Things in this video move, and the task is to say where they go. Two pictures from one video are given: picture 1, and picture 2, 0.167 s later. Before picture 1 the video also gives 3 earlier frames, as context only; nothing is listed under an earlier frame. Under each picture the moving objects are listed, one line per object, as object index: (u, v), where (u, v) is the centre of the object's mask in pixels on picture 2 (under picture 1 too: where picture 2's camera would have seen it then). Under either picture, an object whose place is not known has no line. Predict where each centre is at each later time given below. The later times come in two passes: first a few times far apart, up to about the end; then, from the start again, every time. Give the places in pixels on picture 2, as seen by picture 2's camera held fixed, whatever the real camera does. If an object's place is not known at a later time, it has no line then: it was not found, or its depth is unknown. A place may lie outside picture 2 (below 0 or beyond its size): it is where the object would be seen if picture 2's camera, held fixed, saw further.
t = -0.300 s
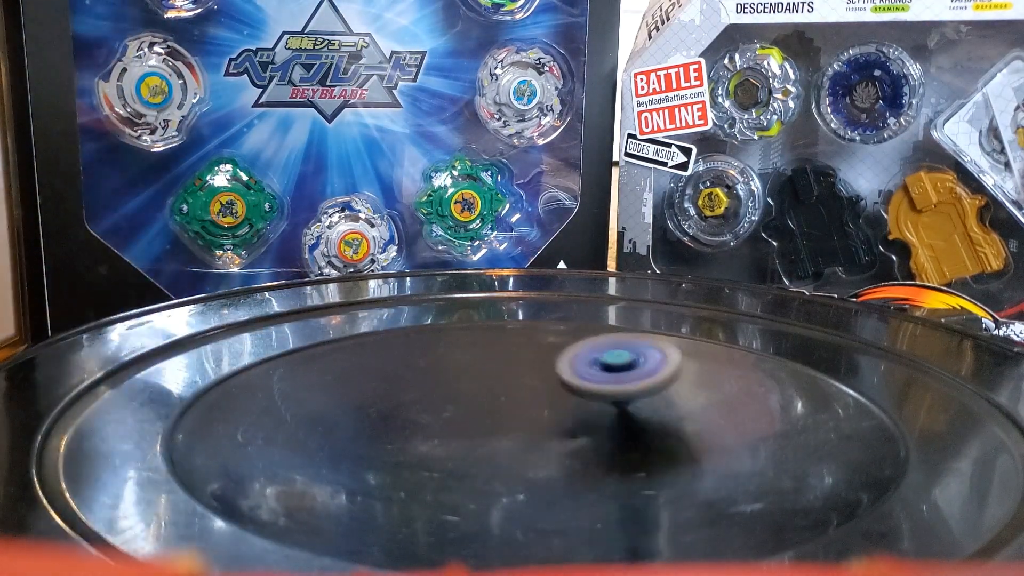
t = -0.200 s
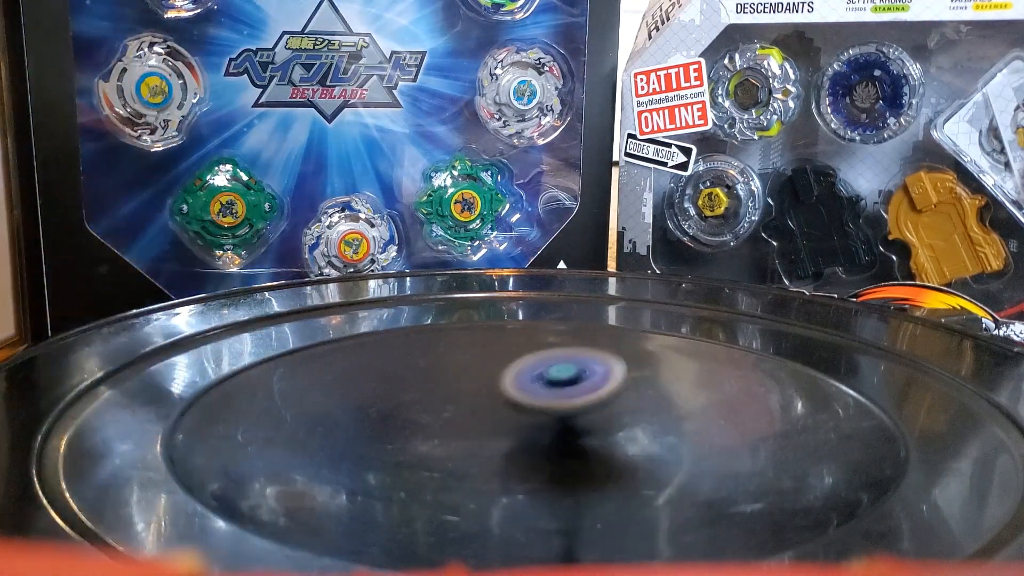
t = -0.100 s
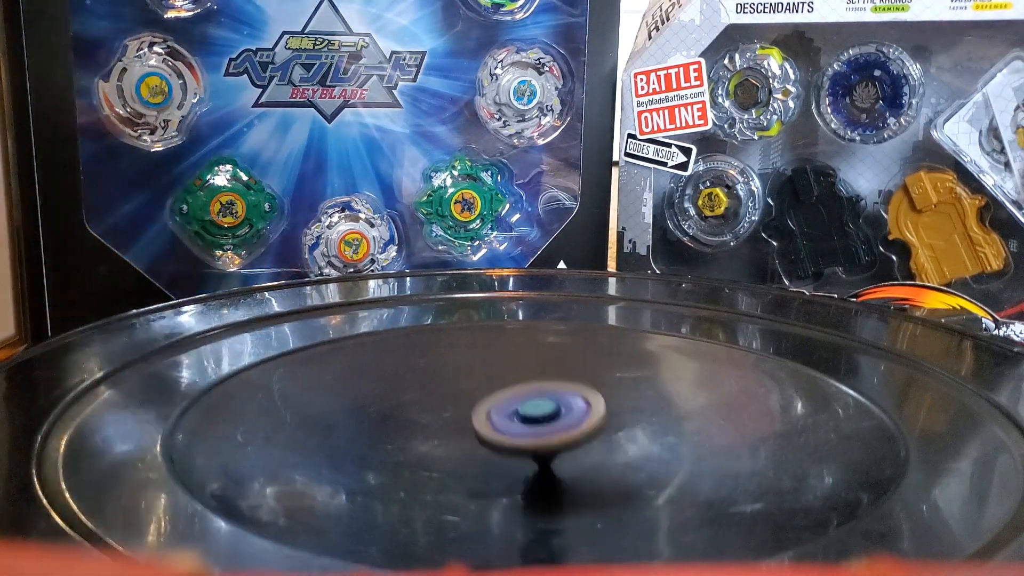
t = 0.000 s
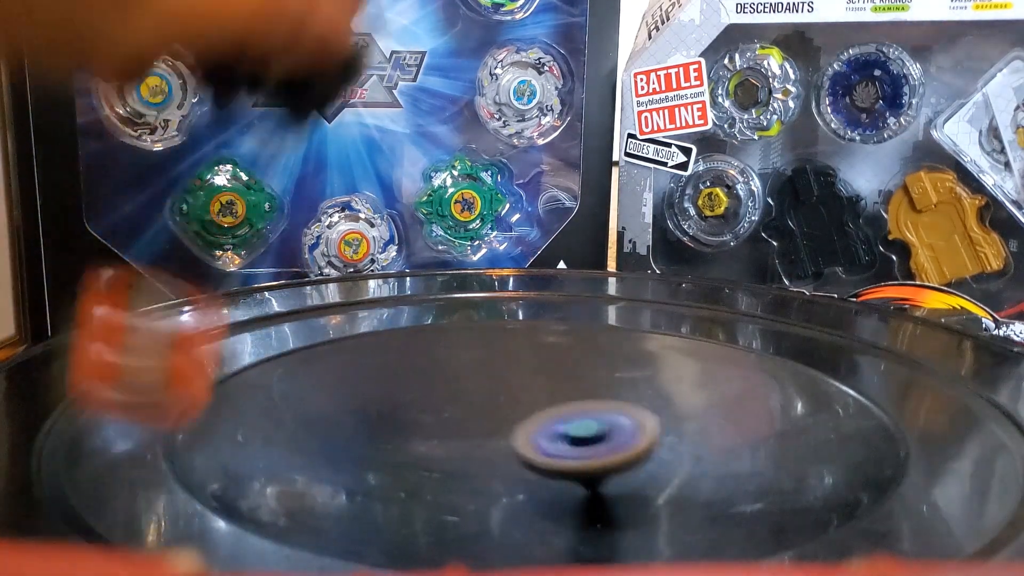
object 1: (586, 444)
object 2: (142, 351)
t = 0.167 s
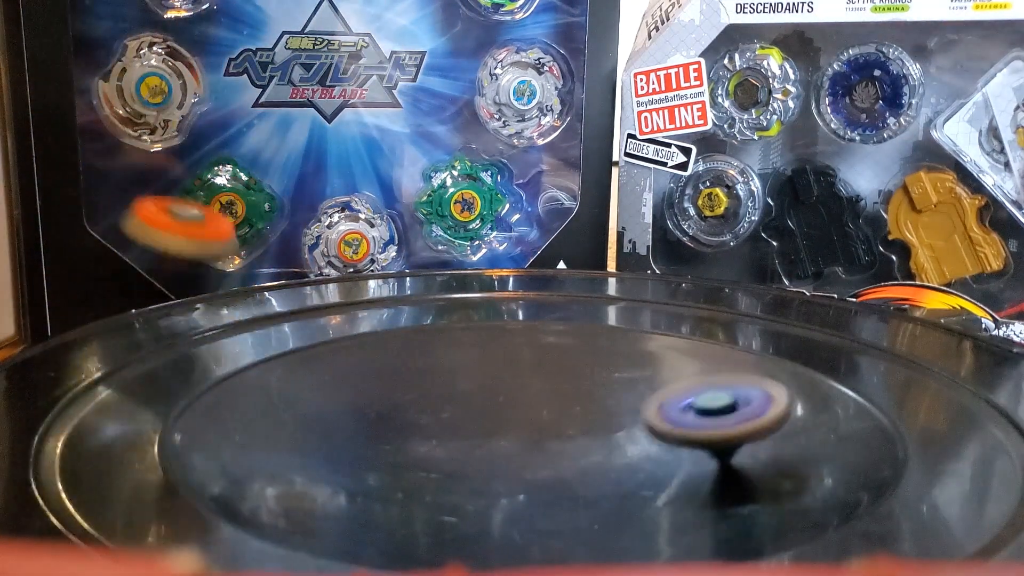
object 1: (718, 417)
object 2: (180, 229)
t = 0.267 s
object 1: (723, 399)
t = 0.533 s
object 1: (560, 429)
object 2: (324, 275)
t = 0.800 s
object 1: (632, 467)
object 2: (461, 253)
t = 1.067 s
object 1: (662, 442)
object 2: (570, 254)
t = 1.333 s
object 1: (492, 462)
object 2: (600, 253)
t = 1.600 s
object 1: (563, 482)
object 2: (577, 254)
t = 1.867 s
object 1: (557, 454)
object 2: (482, 259)
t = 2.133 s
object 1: (430, 446)
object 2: (412, 326)
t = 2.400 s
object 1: (582, 500)
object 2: (423, 436)
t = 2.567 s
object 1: (726, 470)
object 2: (661, 430)
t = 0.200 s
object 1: (727, 416)
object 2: (192, 262)
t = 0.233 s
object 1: (729, 408)
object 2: (205, 273)
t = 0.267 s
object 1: (723, 399)
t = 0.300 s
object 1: (713, 400)
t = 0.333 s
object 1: (697, 393)
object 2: (240, 266)
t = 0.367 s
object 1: (679, 400)
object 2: (250, 272)
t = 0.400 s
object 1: (654, 401)
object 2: (261, 273)
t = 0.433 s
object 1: (628, 403)
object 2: (274, 274)
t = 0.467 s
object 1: (602, 413)
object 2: (289, 276)
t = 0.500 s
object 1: (579, 420)
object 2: (306, 275)
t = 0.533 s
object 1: (560, 429)
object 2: (324, 275)
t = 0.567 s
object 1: (546, 435)
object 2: (341, 273)
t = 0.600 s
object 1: (539, 446)
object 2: (358, 270)
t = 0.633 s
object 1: (540, 454)
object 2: (376, 265)
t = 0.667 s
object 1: (547, 458)
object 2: (394, 261)
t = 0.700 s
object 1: (561, 463)
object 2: (410, 256)
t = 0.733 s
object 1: (582, 465)
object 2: (428, 256)
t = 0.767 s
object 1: (606, 462)
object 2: (446, 255)
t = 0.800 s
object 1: (632, 467)
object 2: (461, 253)
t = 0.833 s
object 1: (654, 465)
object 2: (479, 253)
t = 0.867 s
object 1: (674, 464)
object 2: (495, 253)
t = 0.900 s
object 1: (687, 450)
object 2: (511, 253)
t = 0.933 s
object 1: (694, 446)
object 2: (526, 255)
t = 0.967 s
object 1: (695, 442)
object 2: (538, 254)
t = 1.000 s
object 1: (690, 439)
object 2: (549, 252)
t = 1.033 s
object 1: (679, 443)
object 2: (562, 255)
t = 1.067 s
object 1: (662, 442)
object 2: (570, 254)
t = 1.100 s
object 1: (639, 440)
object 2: (577, 254)
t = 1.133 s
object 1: (613, 439)
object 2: (583, 253)
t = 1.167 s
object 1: (585, 441)
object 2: (588, 253)
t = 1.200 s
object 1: (559, 445)
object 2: (592, 254)
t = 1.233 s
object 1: (536, 448)
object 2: (596, 254)
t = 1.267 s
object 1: (517, 453)
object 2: (598, 253)
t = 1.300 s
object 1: (502, 456)
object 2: (599, 254)
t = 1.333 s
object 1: (492, 462)
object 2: (600, 253)
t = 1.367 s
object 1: (489, 465)
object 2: (599, 254)
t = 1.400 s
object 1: (490, 463)
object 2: (598, 255)
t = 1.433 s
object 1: (494, 473)
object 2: (596, 255)
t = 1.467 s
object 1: (503, 471)
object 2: (595, 253)
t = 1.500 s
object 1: (516, 480)
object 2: (592, 253)
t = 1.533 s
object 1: (532, 482)
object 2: (586, 255)
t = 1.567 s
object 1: (549, 483)
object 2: (582, 254)
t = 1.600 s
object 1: (563, 482)
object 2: (577, 254)
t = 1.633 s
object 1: (575, 482)
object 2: (570, 252)
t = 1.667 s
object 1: (584, 480)
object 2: (561, 252)
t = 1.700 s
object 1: (589, 478)
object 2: (551, 252)
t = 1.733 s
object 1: (590, 476)
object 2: (539, 254)
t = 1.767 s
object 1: (585, 474)
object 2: (525, 253)
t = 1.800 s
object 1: (579, 470)
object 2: (508, 254)
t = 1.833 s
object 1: (569, 464)
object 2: (494, 256)
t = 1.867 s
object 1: (557, 454)
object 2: (482, 259)
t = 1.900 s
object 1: (543, 451)
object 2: (468, 260)
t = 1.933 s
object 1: (529, 458)
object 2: (459, 263)
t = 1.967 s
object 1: (513, 455)
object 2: (453, 272)
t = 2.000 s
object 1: (494, 454)
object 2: (442, 282)
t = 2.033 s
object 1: (475, 452)
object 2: (431, 288)
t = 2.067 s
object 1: (457, 448)
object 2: (424, 294)
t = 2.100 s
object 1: (442, 449)
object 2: (420, 307)
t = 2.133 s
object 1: (430, 446)
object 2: (412, 326)
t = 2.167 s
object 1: (420, 448)
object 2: (398, 366)
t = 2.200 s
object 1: (412, 452)
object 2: (390, 373)
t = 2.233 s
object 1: (410, 455)
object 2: (380, 395)
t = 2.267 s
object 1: (422, 464)
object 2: (374, 410)
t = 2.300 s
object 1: (448, 486)
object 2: (376, 415)
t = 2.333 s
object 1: (488, 493)
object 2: (384, 421)
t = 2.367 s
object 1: (533, 499)
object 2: (395, 441)
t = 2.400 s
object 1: (582, 500)
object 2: (423, 436)
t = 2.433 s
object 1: (629, 498)
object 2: (456, 451)
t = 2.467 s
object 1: (669, 494)
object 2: (503, 462)
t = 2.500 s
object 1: (698, 488)
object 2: (556, 466)
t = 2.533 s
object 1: (718, 481)
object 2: (603, 453)
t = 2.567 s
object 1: (726, 470)
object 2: (661, 430)
